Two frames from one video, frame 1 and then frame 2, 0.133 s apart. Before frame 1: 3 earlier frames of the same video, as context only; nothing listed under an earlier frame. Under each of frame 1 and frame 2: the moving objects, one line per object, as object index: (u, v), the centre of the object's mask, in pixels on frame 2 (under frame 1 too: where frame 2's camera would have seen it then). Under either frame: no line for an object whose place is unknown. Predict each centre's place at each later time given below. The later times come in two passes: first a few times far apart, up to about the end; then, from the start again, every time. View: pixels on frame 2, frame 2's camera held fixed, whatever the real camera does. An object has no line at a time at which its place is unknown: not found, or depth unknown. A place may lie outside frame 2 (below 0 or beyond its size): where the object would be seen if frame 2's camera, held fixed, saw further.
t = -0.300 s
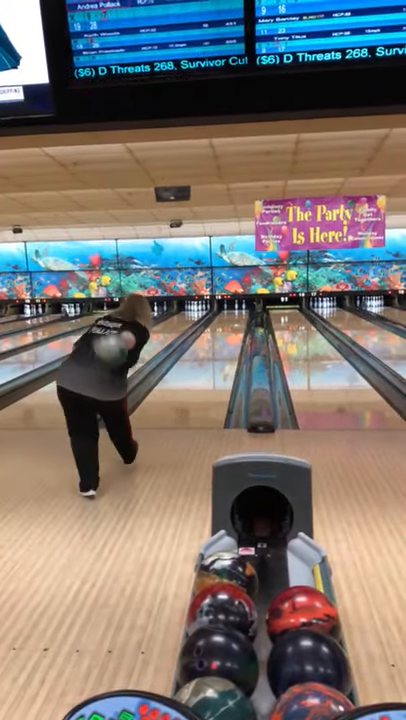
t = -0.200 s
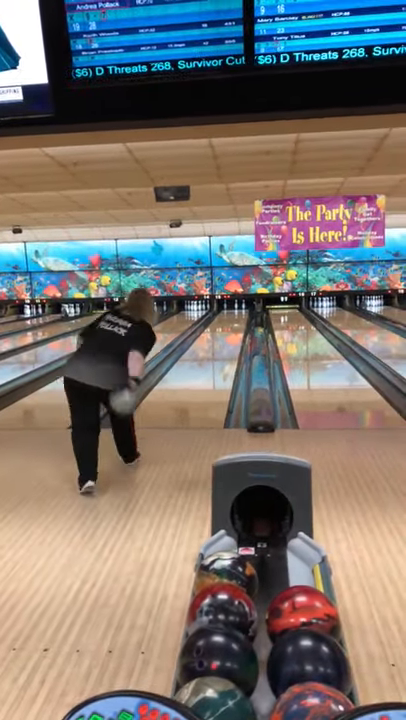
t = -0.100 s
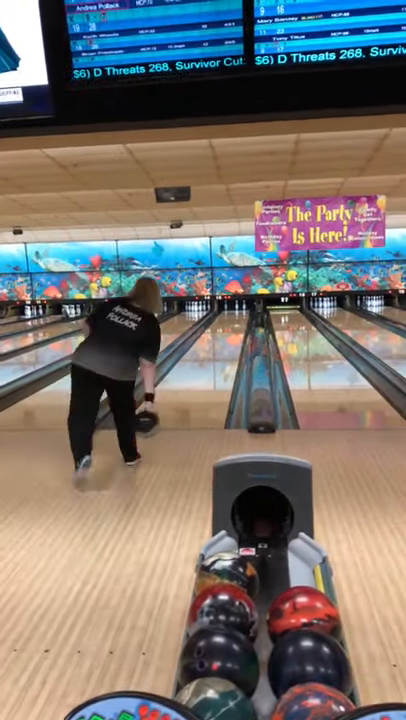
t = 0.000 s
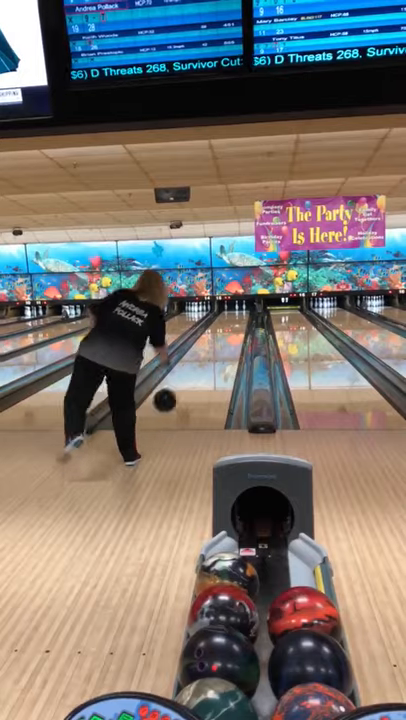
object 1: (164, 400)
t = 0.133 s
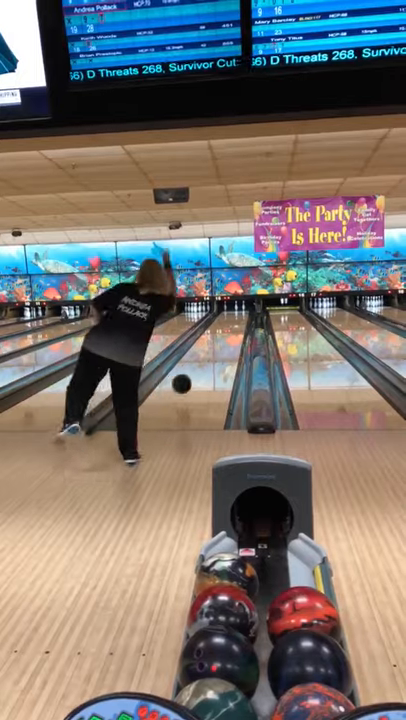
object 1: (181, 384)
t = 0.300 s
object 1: (197, 382)
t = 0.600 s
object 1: (212, 356)
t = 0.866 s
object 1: (221, 341)
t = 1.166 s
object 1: (228, 329)
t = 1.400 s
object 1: (232, 323)
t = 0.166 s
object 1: (185, 383)
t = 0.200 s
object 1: (188, 383)
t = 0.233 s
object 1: (191, 383)
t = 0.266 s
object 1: (194, 385)
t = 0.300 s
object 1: (197, 382)
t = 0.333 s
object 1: (199, 378)
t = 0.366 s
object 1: (201, 375)
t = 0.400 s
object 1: (203, 372)
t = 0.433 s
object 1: (205, 369)
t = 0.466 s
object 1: (206, 366)
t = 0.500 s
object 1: (208, 363)
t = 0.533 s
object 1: (210, 361)
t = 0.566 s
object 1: (211, 358)
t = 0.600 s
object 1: (212, 356)
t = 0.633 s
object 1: (214, 354)
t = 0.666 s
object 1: (215, 352)
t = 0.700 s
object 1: (216, 350)
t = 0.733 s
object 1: (218, 348)
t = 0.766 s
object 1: (218, 346)
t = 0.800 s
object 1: (220, 344)
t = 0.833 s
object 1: (221, 343)
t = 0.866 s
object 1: (221, 341)
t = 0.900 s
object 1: (222, 340)
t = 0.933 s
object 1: (223, 338)
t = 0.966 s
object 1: (224, 336)
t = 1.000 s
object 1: (225, 335)
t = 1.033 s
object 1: (225, 334)
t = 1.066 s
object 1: (226, 333)
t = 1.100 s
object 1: (227, 332)
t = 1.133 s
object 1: (227, 331)
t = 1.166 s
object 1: (228, 329)
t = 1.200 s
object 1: (228, 328)
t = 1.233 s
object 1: (229, 327)
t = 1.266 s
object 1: (229, 326)
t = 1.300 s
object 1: (230, 325)
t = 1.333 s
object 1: (231, 324)
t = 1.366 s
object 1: (232, 324)
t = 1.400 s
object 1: (232, 323)
